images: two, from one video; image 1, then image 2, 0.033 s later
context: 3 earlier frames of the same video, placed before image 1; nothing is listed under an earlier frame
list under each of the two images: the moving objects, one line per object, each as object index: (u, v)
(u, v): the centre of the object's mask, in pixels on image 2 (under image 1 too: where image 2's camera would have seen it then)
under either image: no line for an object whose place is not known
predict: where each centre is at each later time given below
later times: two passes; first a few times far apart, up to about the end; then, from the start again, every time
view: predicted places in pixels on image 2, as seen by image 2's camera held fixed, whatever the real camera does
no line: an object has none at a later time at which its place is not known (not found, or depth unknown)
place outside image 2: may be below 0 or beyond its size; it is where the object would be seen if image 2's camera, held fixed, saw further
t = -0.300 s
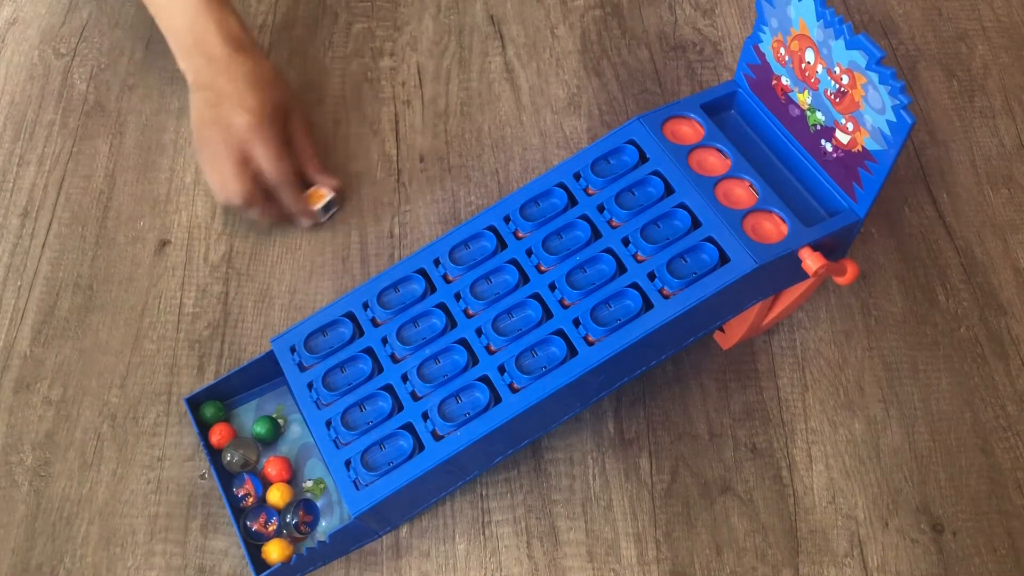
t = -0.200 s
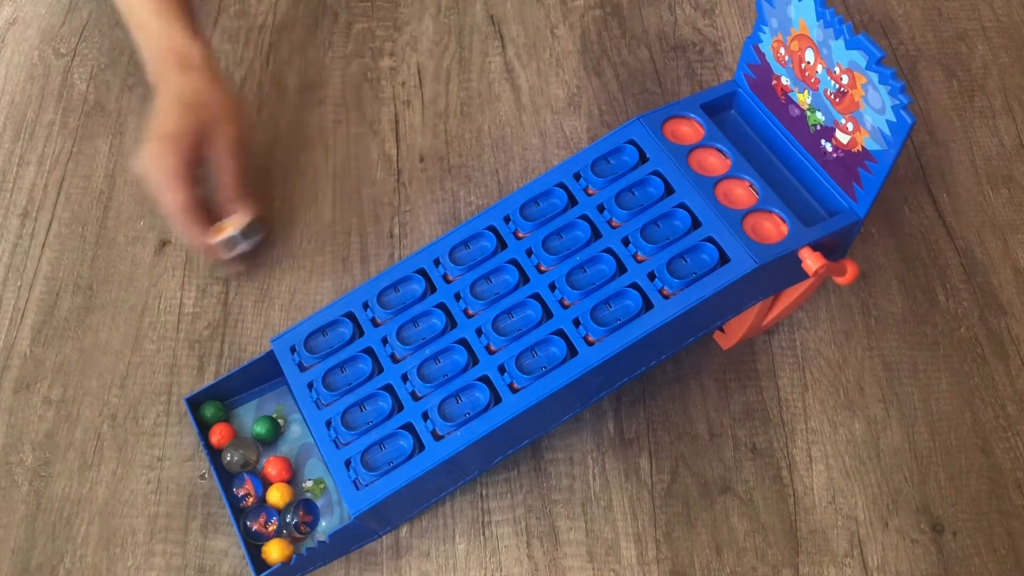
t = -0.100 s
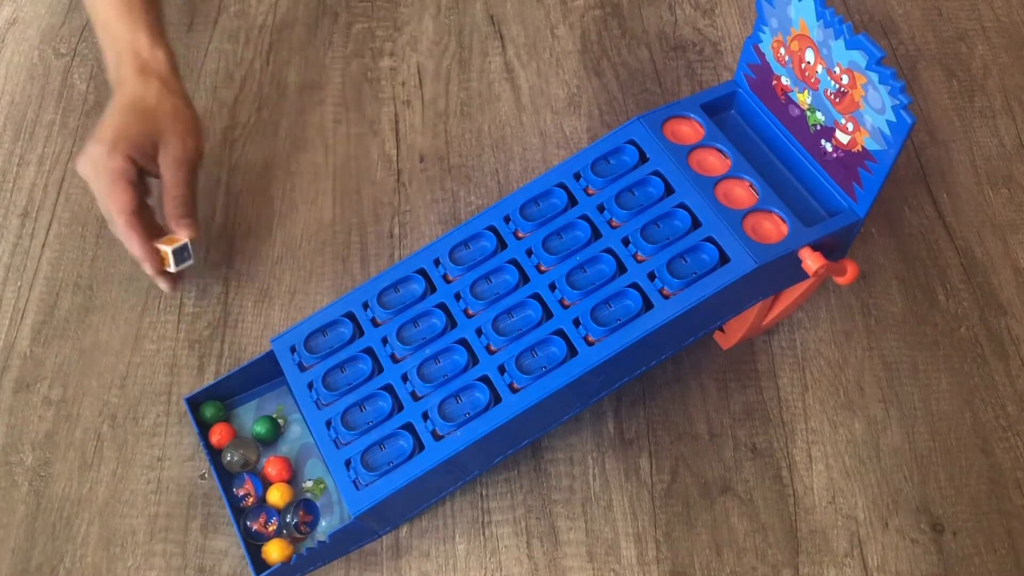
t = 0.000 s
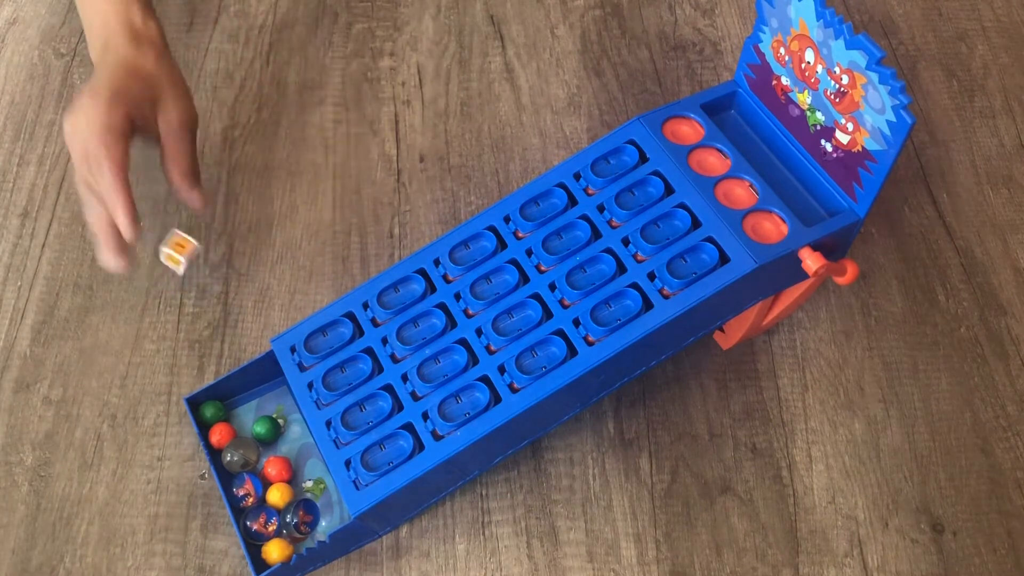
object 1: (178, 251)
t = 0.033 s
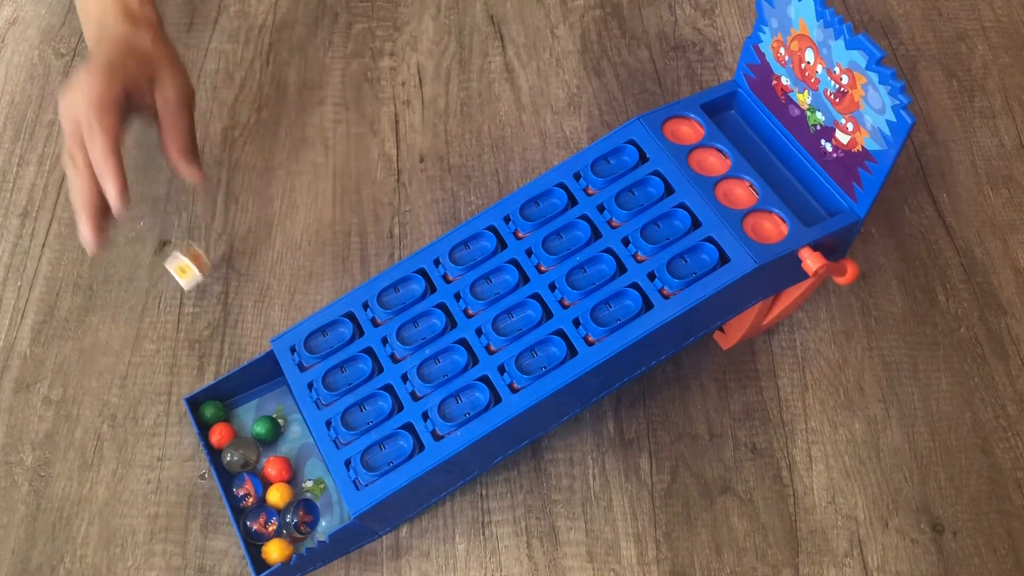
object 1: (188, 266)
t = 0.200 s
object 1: (218, 252)
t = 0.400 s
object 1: (244, 231)
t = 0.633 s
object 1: (270, 209)
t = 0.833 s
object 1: (281, 201)
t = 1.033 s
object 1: (281, 201)
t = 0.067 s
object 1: (200, 281)
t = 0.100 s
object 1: (204, 279)
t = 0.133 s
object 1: (207, 268)
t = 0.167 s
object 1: (211, 256)
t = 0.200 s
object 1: (218, 252)
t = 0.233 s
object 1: (228, 256)
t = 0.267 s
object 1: (232, 248)
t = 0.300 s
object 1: (234, 239)
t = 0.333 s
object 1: (238, 238)
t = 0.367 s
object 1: (242, 238)
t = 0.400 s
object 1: (244, 231)
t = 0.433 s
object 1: (247, 228)
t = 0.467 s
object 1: (250, 226)
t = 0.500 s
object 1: (253, 224)
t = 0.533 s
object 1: (258, 217)
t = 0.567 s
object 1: (262, 214)
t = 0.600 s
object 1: (266, 212)
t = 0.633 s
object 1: (270, 209)
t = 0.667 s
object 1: (273, 205)
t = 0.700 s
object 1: (274, 203)
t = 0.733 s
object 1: (276, 201)
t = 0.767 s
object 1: (278, 201)
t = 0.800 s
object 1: (280, 201)
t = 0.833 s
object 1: (281, 201)
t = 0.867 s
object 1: (281, 201)
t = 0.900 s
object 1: (281, 201)
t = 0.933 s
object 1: (281, 201)
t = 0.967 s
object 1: (281, 201)
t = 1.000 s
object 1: (281, 201)
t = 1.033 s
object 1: (281, 201)
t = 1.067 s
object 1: (281, 201)
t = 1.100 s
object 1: (281, 201)
